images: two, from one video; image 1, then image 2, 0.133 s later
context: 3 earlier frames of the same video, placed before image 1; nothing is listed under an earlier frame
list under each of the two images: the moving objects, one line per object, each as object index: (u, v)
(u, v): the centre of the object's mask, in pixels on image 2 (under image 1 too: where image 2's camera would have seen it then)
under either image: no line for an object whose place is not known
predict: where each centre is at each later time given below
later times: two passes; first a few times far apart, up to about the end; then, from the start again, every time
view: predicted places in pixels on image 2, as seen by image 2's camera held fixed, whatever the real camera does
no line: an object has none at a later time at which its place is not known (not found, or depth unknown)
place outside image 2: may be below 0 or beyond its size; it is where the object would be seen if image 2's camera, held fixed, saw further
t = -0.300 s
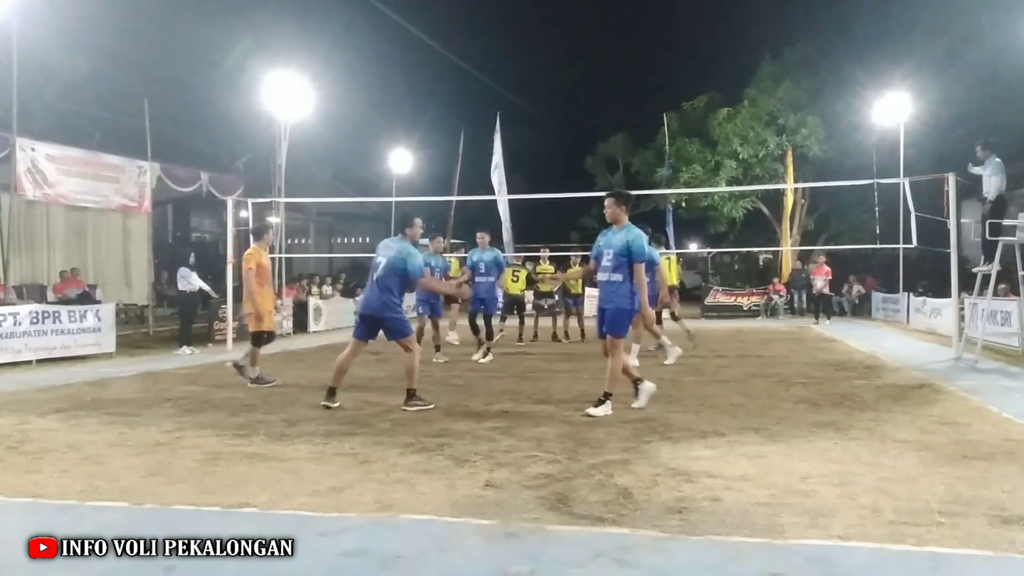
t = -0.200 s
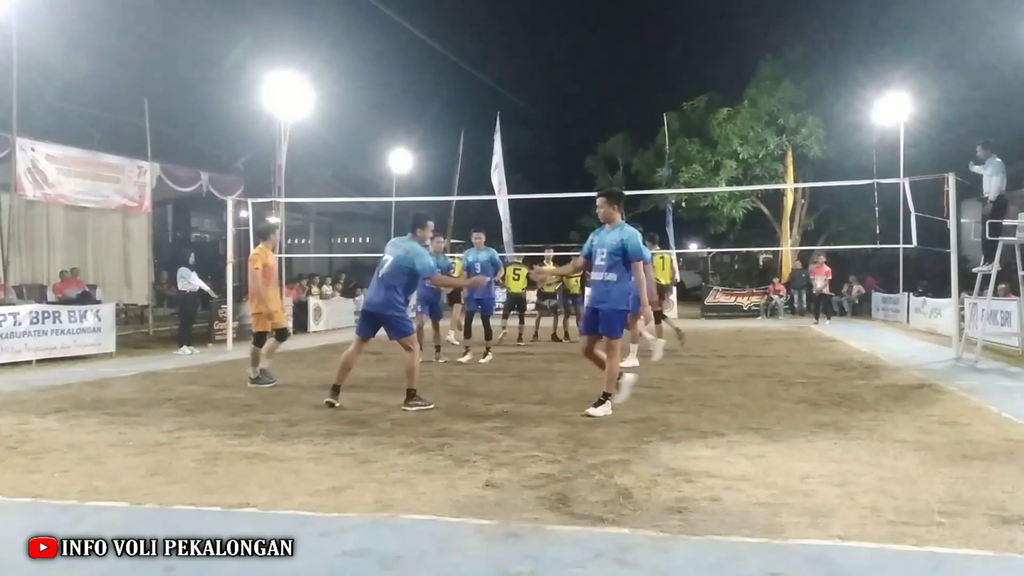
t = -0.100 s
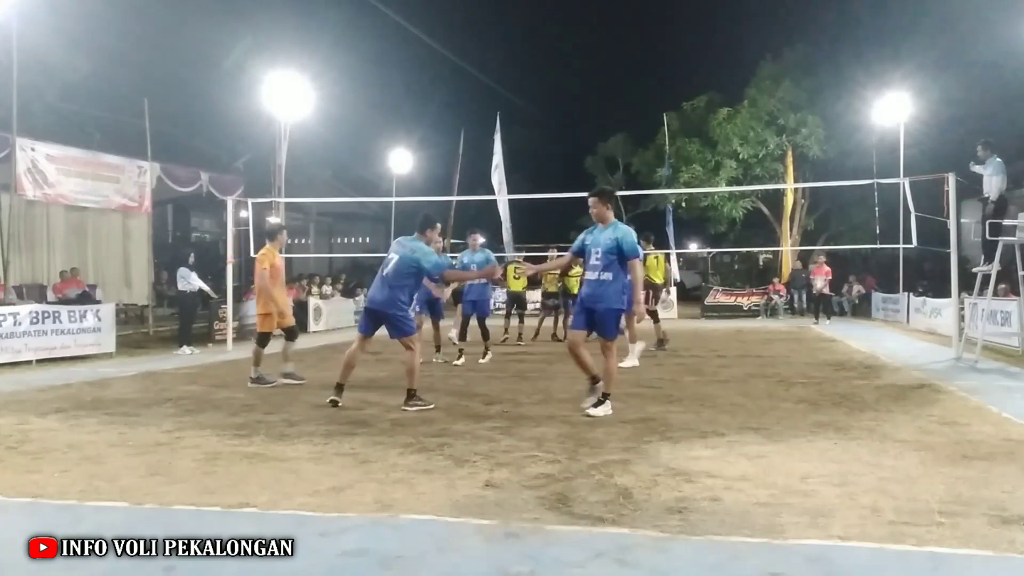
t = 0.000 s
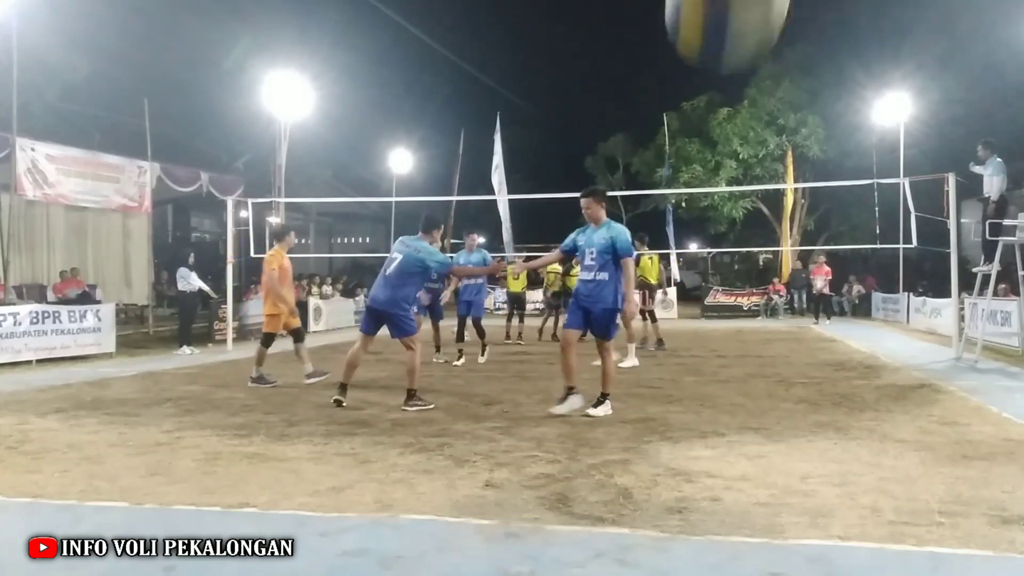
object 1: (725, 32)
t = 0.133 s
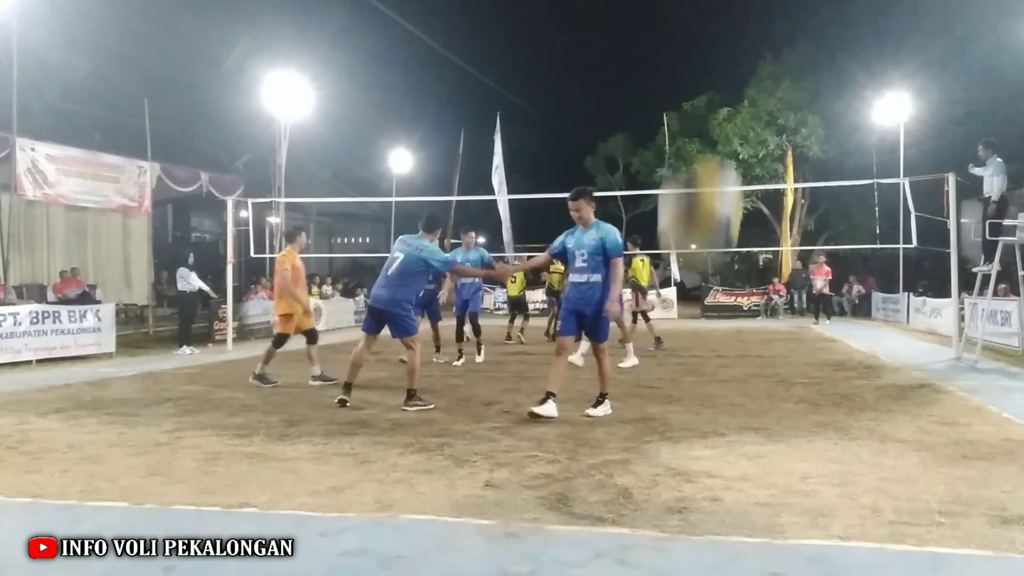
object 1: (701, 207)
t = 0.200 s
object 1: (697, 296)
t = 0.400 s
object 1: (682, 473)
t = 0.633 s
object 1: (681, 319)
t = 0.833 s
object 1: (681, 292)
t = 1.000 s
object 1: (683, 319)
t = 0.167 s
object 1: (695, 254)
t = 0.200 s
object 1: (697, 296)
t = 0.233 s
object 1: (691, 340)
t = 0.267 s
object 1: (688, 374)
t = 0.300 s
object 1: (687, 412)
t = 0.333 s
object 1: (683, 446)
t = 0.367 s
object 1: (682, 480)
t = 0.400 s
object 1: (682, 473)
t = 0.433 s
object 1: (682, 442)
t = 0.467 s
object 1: (683, 413)
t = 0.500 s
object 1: (684, 387)
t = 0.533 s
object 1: (682, 366)
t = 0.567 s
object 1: (681, 349)
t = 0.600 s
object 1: (681, 334)
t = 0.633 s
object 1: (681, 319)
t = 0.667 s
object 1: (681, 308)
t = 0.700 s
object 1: (681, 301)
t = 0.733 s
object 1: (682, 297)
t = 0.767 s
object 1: (681, 292)
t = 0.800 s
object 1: (681, 291)
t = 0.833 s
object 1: (681, 292)
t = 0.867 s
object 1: (681, 295)
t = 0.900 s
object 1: (681, 298)
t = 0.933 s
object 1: (682, 303)
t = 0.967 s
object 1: (682, 311)
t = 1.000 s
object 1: (683, 319)
